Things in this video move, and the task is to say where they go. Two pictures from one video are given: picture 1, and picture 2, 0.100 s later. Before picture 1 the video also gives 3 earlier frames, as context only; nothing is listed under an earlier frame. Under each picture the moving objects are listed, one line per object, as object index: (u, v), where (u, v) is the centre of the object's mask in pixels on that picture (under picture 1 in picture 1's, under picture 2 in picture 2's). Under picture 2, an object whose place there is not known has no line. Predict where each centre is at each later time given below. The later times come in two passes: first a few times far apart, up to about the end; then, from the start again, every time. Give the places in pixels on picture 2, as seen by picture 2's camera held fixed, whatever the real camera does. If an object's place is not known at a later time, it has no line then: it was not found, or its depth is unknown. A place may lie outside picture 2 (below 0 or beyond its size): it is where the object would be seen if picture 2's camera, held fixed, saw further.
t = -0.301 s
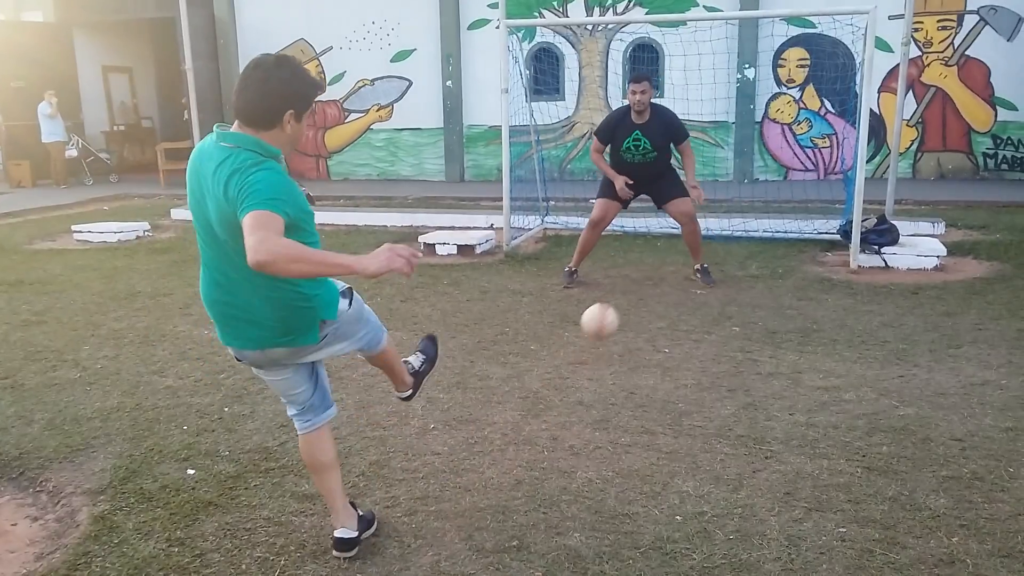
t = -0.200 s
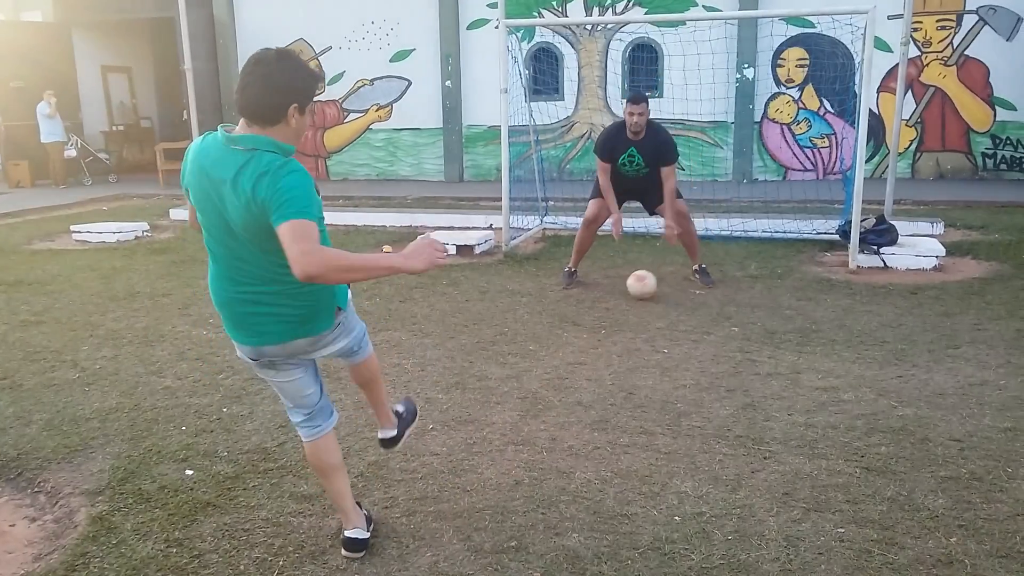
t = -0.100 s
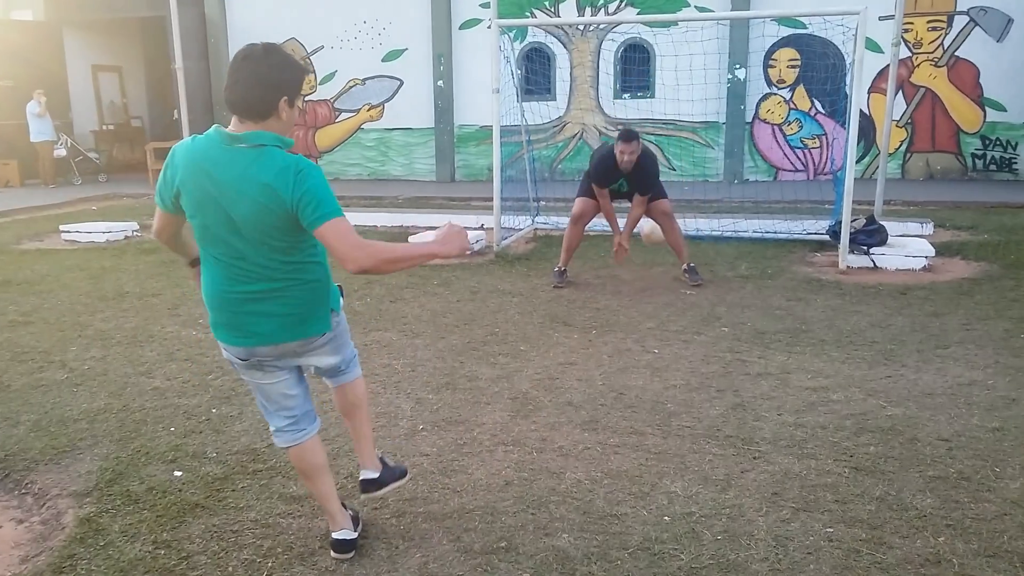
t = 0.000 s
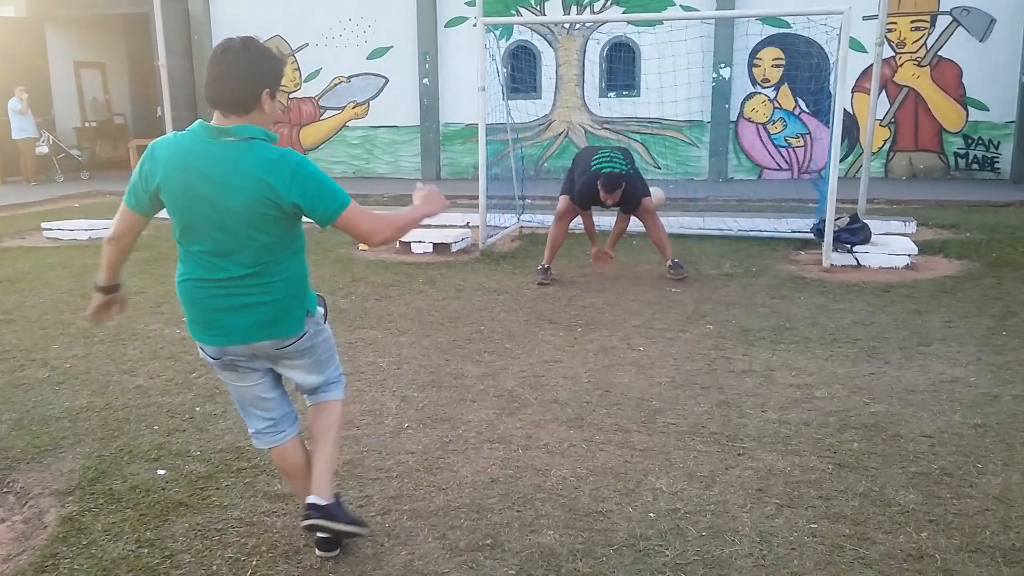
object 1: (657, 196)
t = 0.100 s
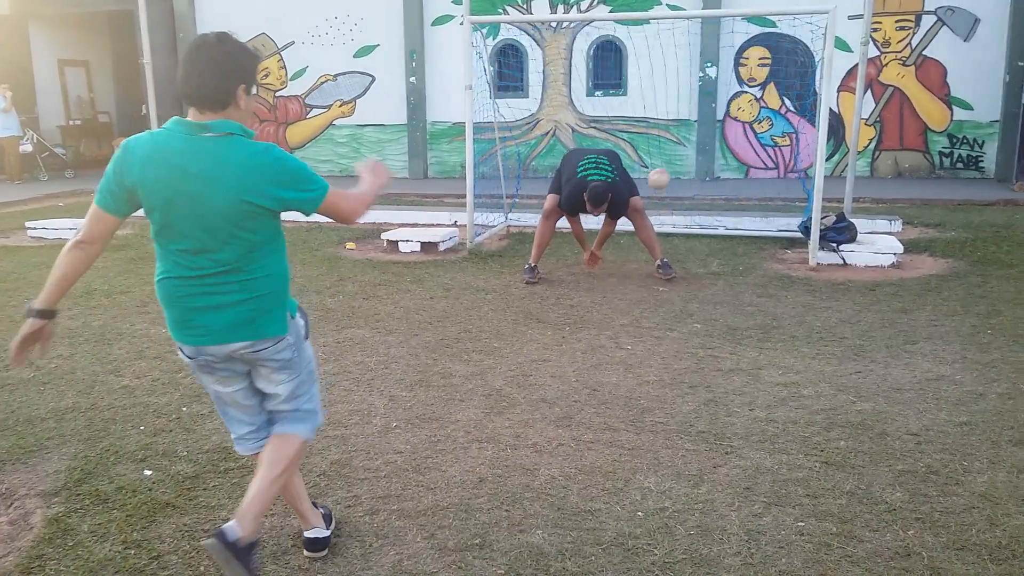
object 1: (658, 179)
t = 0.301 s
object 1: (711, 176)
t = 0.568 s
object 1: (788, 242)
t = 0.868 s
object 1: (752, 246)
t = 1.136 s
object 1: (730, 264)
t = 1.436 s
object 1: (715, 278)
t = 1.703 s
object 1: (706, 293)
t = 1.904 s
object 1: (701, 307)
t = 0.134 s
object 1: (667, 176)
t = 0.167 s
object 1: (676, 173)
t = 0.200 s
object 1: (685, 172)
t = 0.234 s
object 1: (693, 172)
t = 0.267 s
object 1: (702, 173)
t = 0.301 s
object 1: (711, 176)
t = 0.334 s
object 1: (720, 179)
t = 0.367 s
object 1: (729, 184)
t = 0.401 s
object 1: (739, 191)
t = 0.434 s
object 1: (749, 197)
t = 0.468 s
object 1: (759, 207)
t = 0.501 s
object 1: (768, 217)
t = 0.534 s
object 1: (778, 229)
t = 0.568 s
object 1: (788, 242)
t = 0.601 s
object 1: (796, 253)
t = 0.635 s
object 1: (791, 246)
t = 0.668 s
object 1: (786, 243)
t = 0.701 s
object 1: (780, 242)
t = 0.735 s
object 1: (775, 240)
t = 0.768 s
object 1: (769, 239)
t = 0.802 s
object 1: (764, 241)
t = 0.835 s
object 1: (758, 243)
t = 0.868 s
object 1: (752, 246)
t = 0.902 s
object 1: (746, 251)
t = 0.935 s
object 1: (740, 257)
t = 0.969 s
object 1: (738, 256)
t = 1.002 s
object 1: (737, 256)
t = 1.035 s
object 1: (735, 257)
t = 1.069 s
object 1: (734, 260)
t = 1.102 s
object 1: (732, 263)
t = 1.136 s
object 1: (730, 264)
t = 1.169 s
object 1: (728, 264)
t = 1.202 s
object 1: (726, 266)
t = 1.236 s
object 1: (723, 270)
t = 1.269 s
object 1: (722, 269)
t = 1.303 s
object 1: (721, 269)
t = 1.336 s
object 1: (720, 271)
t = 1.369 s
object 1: (718, 274)
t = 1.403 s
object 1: (717, 277)
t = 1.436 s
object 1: (715, 278)
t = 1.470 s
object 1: (714, 280)
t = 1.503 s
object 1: (713, 282)
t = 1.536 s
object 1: (711, 283)
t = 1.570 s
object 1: (710, 285)
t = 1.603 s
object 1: (709, 287)
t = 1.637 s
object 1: (708, 289)
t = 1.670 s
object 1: (707, 291)
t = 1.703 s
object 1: (706, 293)
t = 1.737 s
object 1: (705, 295)
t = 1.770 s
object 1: (705, 298)
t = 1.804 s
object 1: (704, 300)
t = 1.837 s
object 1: (703, 302)
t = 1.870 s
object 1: (702, 305)
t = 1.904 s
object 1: (701, 307)
